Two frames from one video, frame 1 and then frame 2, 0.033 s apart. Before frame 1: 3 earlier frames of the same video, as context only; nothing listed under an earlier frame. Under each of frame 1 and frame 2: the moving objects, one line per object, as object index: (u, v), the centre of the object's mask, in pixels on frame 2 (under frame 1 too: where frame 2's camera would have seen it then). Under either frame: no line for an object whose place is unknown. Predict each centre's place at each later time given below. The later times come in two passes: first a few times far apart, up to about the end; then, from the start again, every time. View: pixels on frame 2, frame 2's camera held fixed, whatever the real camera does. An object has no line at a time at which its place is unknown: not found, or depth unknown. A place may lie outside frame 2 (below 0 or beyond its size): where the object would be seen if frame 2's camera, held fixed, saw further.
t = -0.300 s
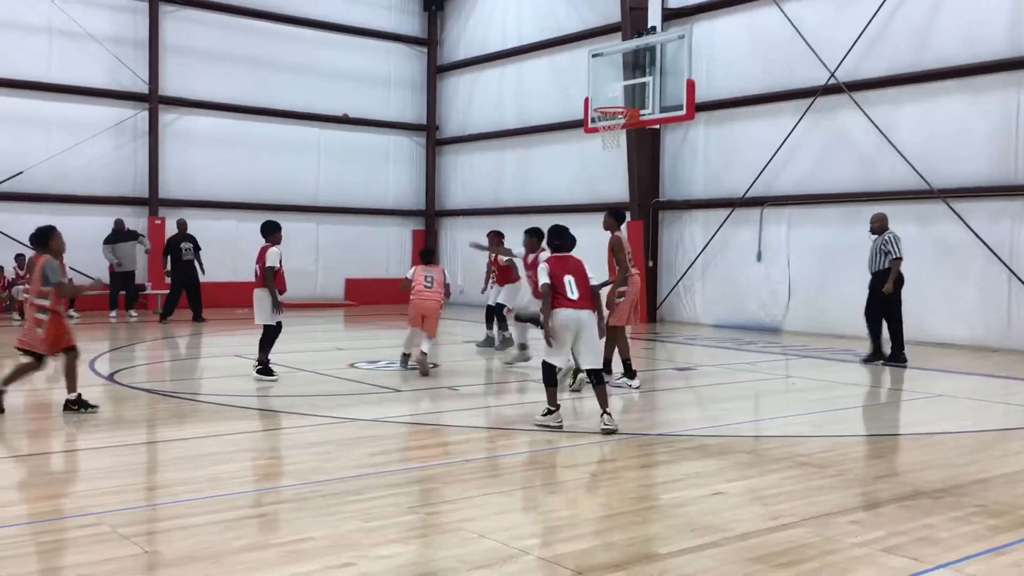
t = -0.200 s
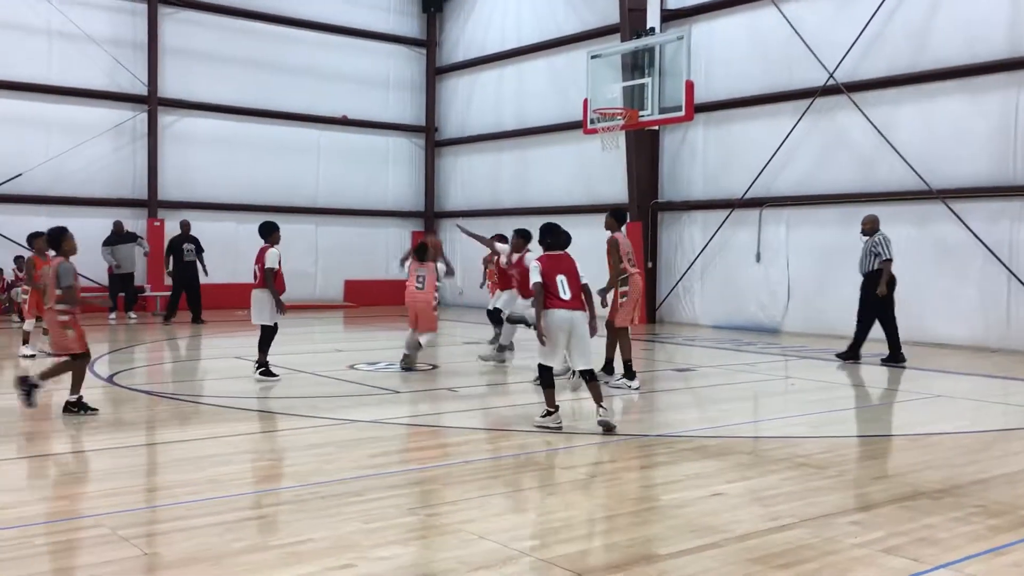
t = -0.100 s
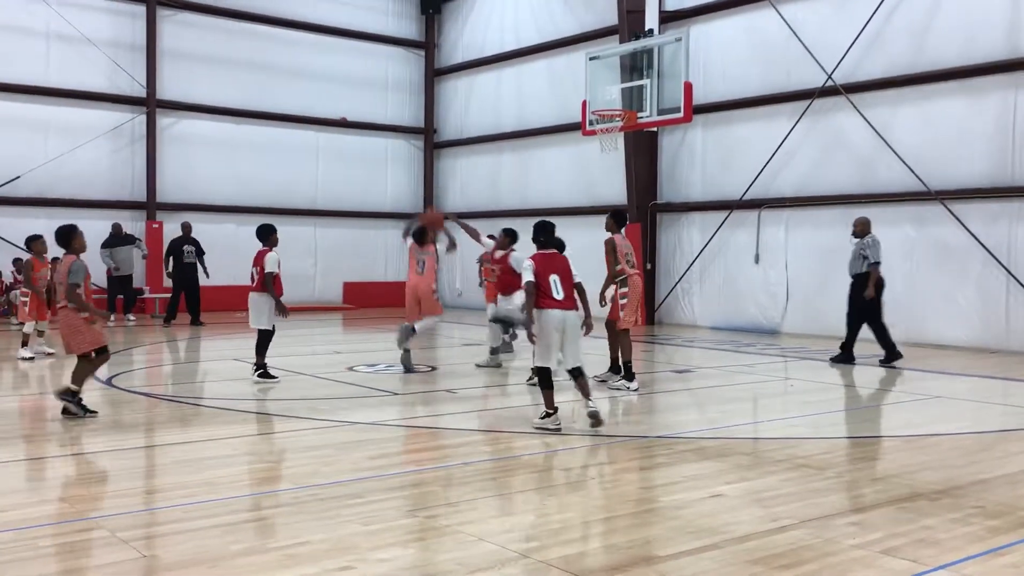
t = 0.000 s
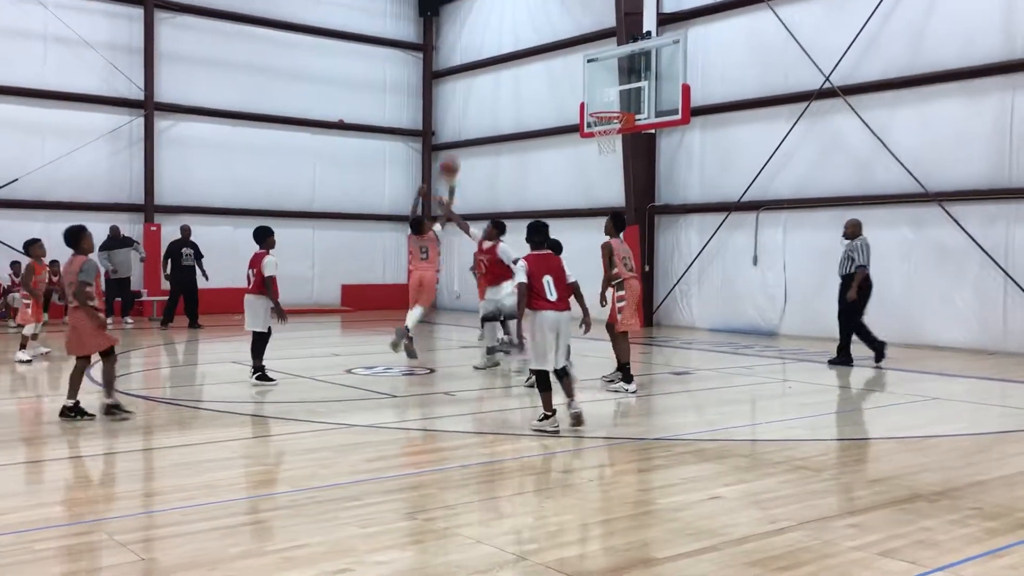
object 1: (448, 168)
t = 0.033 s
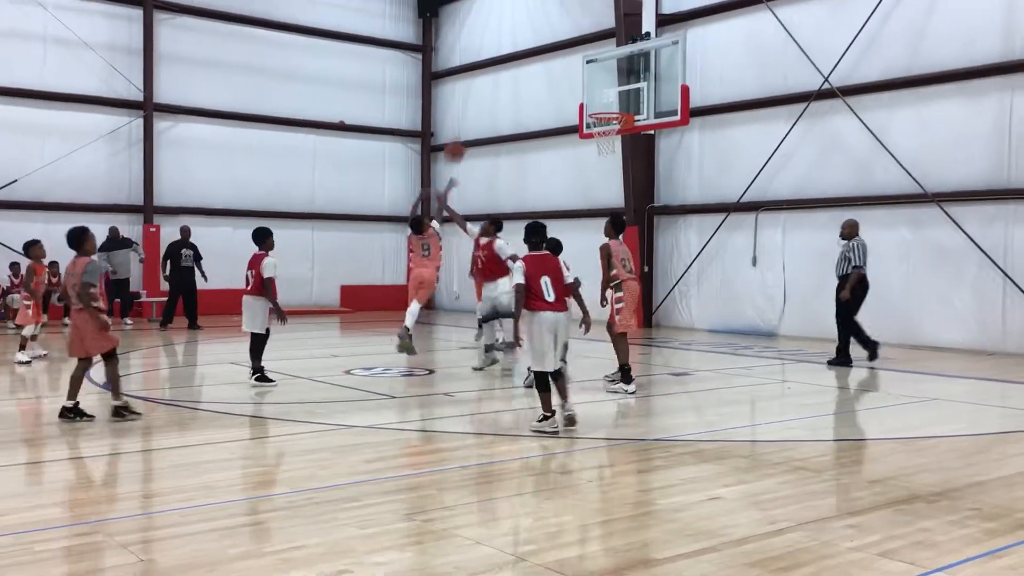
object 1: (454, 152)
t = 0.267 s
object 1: (504, 51)
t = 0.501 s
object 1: (549, 4)
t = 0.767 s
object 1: (594, 8)
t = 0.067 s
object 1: (463, 132)
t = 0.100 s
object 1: (469, 115)
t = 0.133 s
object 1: (477, 101)
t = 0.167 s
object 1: (484, 88)
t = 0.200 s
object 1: (491, 73)
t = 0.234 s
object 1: (498, 62)
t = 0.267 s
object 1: (504, 51)
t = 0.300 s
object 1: (511, 41)
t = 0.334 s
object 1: (518, 32)
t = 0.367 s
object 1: (524, 25)
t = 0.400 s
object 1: (530, 18)
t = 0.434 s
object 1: (537, 12)
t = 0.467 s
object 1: (543, 7)
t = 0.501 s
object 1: (549, 4)
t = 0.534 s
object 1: (555, 1)
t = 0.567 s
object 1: (560, -1)
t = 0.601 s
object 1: (566, -2)
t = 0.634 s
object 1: (572, -2)
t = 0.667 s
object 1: (578, -1)
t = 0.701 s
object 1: (583, 1)
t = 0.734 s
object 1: (589, 4)
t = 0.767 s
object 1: (594, 8)
